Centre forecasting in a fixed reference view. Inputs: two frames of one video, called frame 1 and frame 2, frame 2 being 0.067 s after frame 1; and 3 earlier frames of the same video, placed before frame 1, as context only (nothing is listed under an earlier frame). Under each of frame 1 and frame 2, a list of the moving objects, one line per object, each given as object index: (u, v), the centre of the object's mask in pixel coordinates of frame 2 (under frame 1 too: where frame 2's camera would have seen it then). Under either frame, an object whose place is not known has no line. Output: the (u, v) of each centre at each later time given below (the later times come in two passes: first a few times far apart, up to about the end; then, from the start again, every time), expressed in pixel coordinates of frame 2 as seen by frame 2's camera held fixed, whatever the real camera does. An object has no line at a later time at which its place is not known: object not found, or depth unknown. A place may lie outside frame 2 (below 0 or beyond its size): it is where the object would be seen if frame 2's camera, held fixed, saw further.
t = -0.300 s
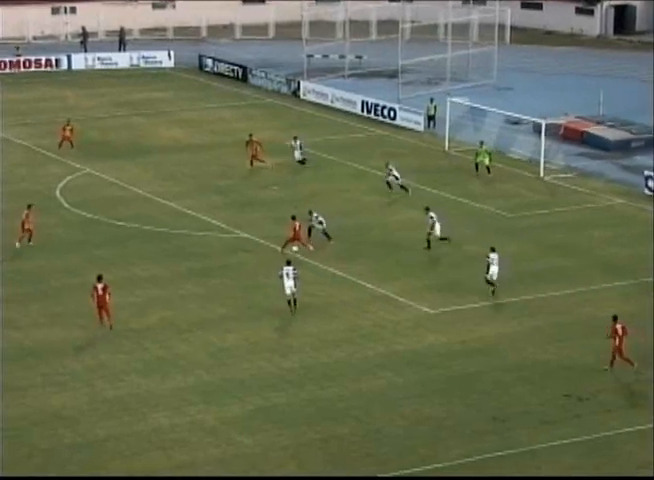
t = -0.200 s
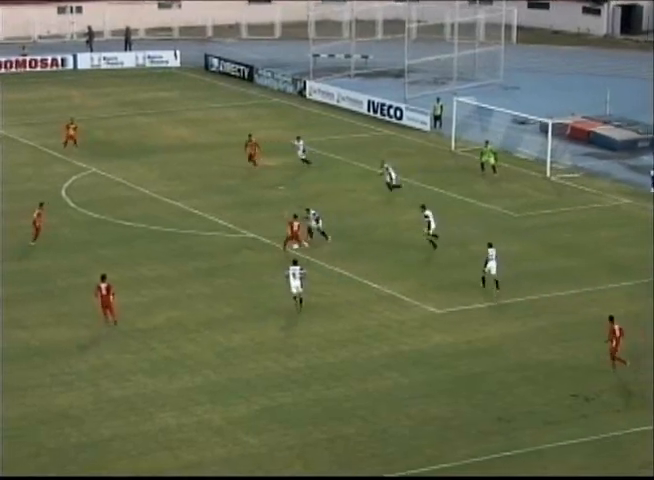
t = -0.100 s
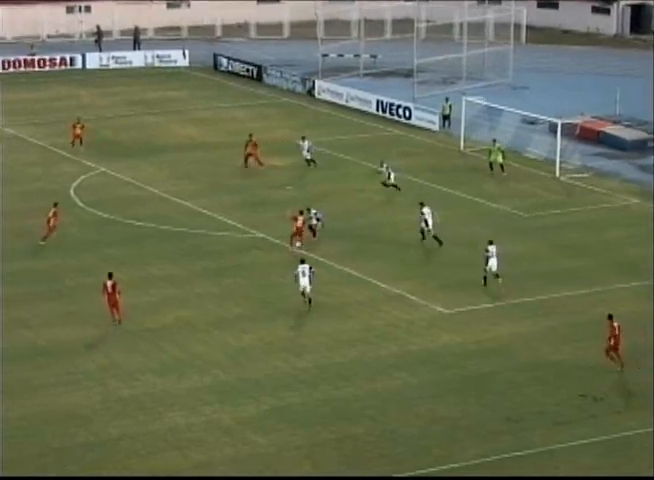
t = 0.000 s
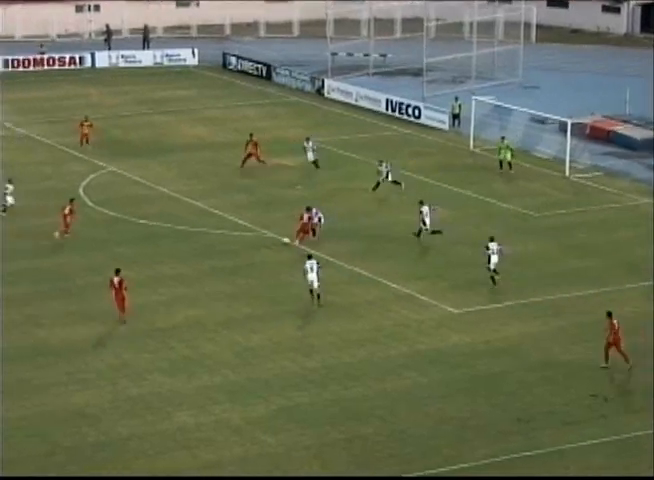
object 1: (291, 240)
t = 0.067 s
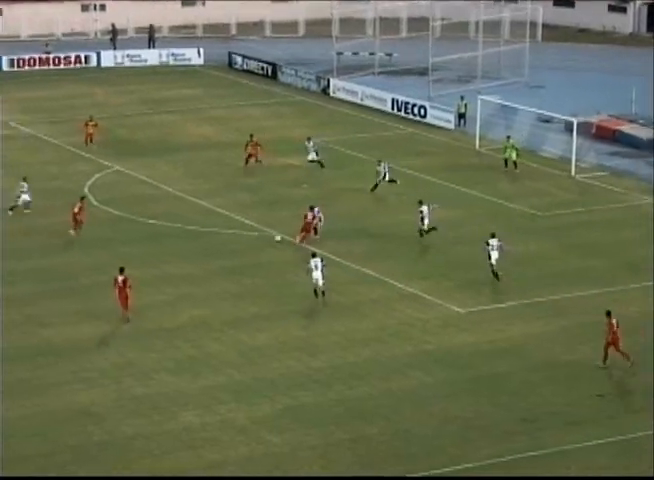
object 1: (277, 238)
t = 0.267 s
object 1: (241, 232)
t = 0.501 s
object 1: (210, 228)
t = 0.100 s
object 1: (271, 237)
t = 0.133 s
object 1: (264, 236)
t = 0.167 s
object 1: (258, 236)
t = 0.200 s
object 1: (253, 235)
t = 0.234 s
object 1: (247, 233)
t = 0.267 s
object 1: (241, 232)
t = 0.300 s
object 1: (237, 232)
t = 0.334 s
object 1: (232, 231)
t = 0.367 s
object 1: (227, 231)
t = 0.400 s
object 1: (222, 230)
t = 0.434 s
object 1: (217, 229)
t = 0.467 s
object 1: (214, 229)
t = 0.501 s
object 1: (210, 228)
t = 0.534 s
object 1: (205, 227)
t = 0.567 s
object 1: (201, 226)
